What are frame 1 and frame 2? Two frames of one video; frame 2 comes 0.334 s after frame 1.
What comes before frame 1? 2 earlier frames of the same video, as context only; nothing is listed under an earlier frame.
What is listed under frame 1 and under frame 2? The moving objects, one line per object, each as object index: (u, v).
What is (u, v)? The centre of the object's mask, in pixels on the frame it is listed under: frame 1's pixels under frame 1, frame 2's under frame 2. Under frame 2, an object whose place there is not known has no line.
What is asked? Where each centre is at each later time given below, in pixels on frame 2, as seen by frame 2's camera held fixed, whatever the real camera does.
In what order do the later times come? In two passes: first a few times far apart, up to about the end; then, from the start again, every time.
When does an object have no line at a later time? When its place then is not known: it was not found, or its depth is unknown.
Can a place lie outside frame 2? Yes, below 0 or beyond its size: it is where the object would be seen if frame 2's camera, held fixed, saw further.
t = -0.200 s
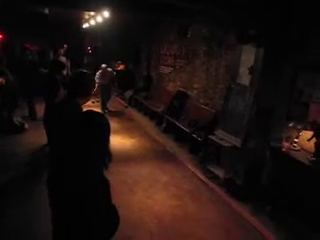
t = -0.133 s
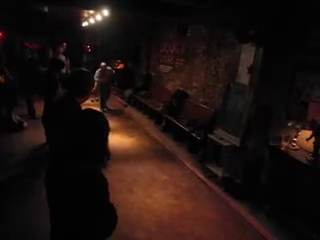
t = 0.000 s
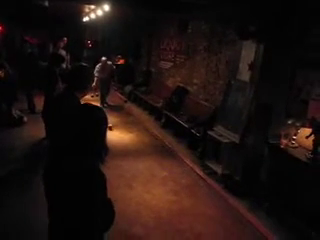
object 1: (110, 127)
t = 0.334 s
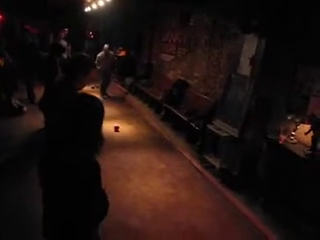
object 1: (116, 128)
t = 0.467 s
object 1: (120, 132)
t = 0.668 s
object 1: (124, 139)
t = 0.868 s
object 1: (130, 145)
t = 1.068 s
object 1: (135, 153)
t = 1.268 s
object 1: (140, 161)
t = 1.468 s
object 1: (147, 170)
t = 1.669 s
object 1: (153, 178)
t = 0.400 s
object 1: (117, 130)
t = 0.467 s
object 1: (120, 132)
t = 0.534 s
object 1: (121, 134)
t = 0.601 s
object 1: (123, 136)
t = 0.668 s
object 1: (124, 139)
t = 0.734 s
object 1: (126, 141)
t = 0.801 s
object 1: (128, 143)
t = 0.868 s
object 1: (130, 145)
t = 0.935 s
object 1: (130, 147)
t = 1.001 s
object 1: (133, 150)
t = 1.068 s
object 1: (135, 153)
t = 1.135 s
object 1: (137, 155)
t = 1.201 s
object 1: (138, 158)
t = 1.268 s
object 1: (140, 161)
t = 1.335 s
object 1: (143, 164)
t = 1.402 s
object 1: (144, 166)
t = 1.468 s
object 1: (147, 170)
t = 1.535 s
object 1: (149, 172)
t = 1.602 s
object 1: (151, 175)
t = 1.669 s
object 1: (153, 178)
